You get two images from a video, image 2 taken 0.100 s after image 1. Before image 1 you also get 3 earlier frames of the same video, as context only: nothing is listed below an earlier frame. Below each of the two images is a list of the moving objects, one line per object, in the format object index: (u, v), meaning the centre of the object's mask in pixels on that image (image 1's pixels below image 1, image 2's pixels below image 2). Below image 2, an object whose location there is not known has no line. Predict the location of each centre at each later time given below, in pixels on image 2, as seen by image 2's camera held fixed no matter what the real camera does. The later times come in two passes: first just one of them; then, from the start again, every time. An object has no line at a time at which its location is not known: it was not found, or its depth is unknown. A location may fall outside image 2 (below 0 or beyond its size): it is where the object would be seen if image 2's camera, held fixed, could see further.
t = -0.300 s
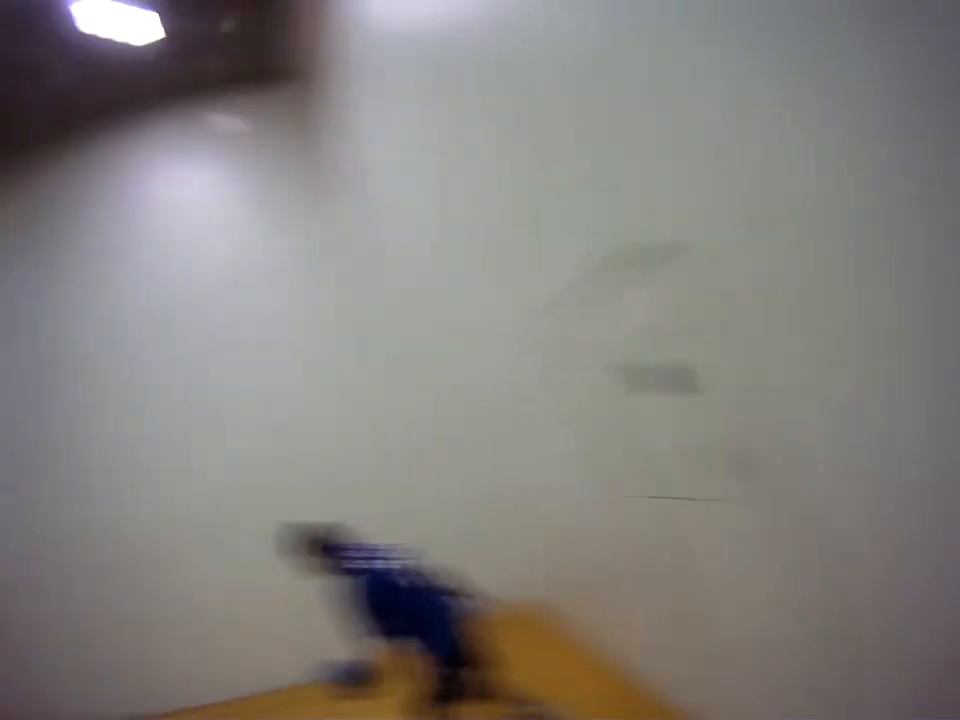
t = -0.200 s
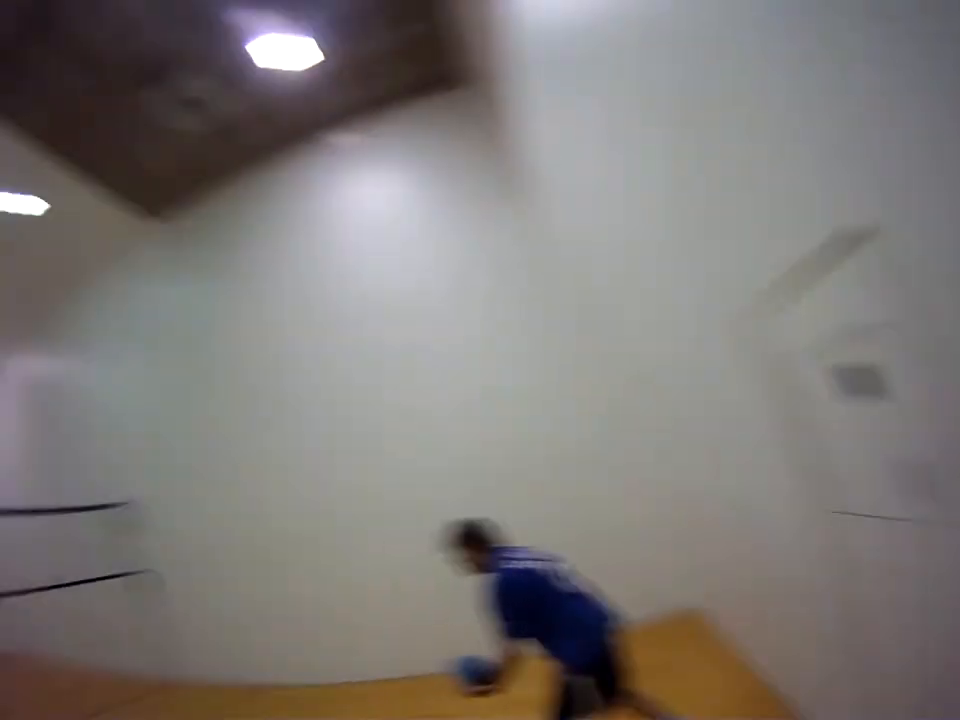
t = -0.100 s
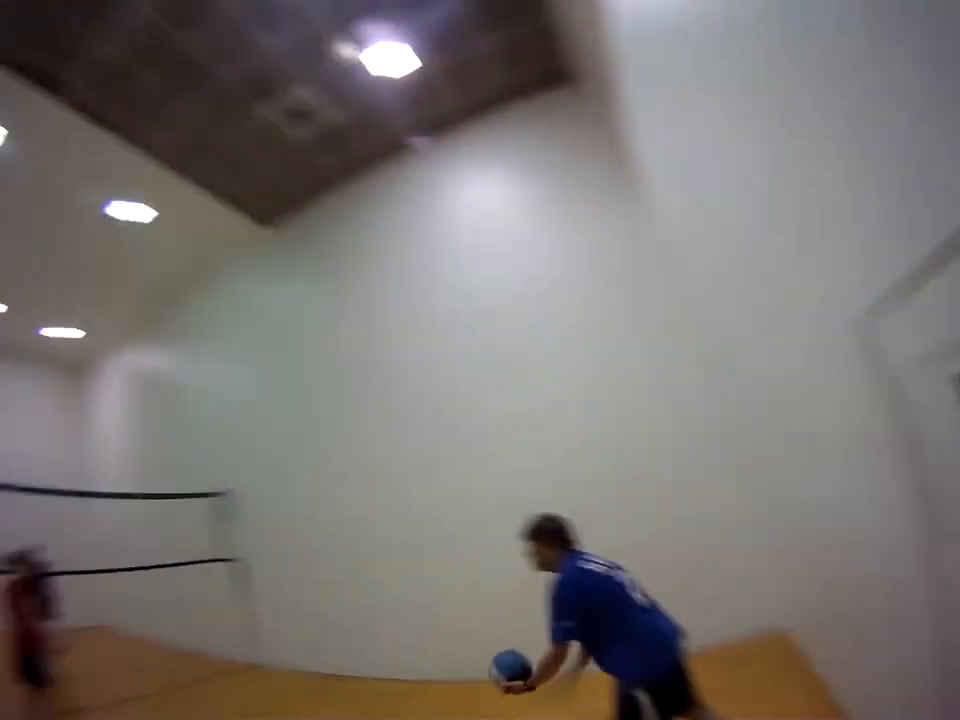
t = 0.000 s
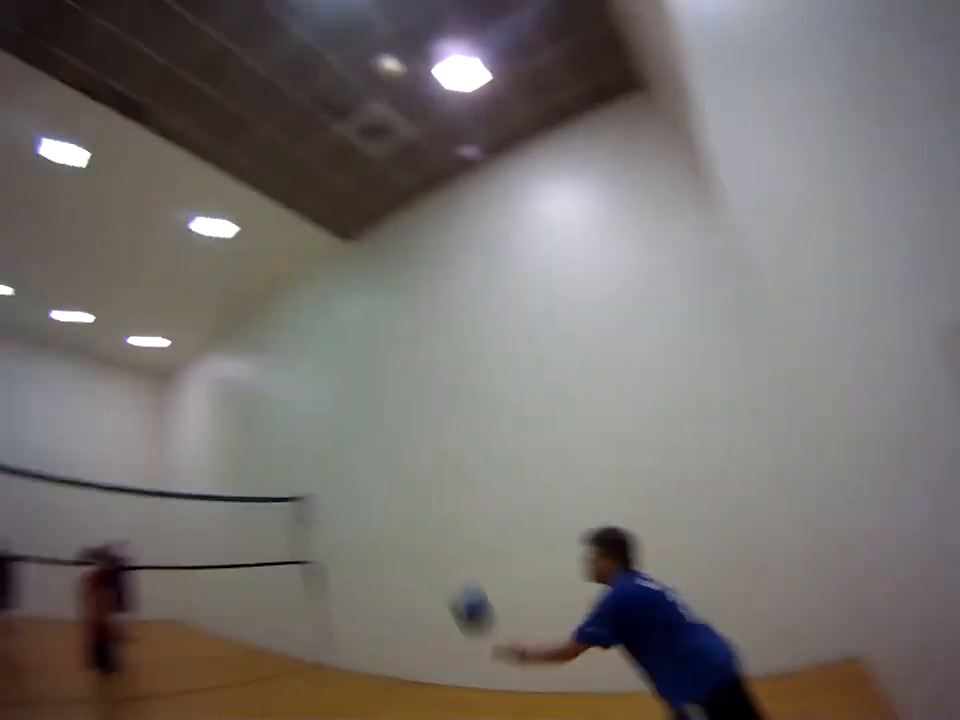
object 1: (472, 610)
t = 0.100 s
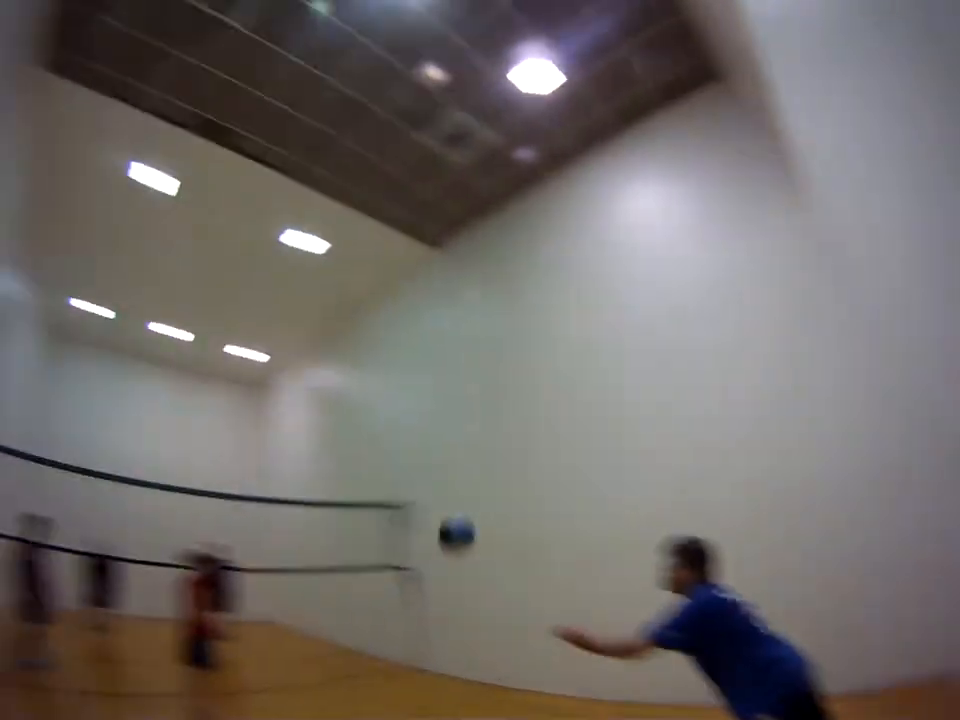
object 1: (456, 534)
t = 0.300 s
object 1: (331, 456)
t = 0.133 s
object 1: (431, 515)
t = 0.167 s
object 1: (407, 498)
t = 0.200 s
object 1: (385, 483)
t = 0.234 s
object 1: (365, 473)
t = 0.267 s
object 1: (347, 463)
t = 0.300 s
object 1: (331, 456)
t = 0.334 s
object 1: (316, 450)
